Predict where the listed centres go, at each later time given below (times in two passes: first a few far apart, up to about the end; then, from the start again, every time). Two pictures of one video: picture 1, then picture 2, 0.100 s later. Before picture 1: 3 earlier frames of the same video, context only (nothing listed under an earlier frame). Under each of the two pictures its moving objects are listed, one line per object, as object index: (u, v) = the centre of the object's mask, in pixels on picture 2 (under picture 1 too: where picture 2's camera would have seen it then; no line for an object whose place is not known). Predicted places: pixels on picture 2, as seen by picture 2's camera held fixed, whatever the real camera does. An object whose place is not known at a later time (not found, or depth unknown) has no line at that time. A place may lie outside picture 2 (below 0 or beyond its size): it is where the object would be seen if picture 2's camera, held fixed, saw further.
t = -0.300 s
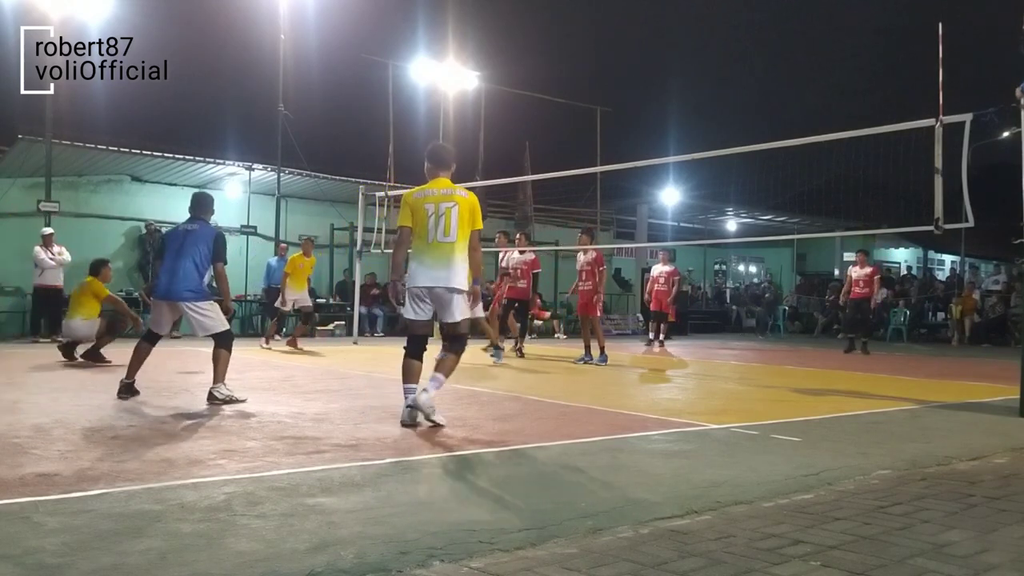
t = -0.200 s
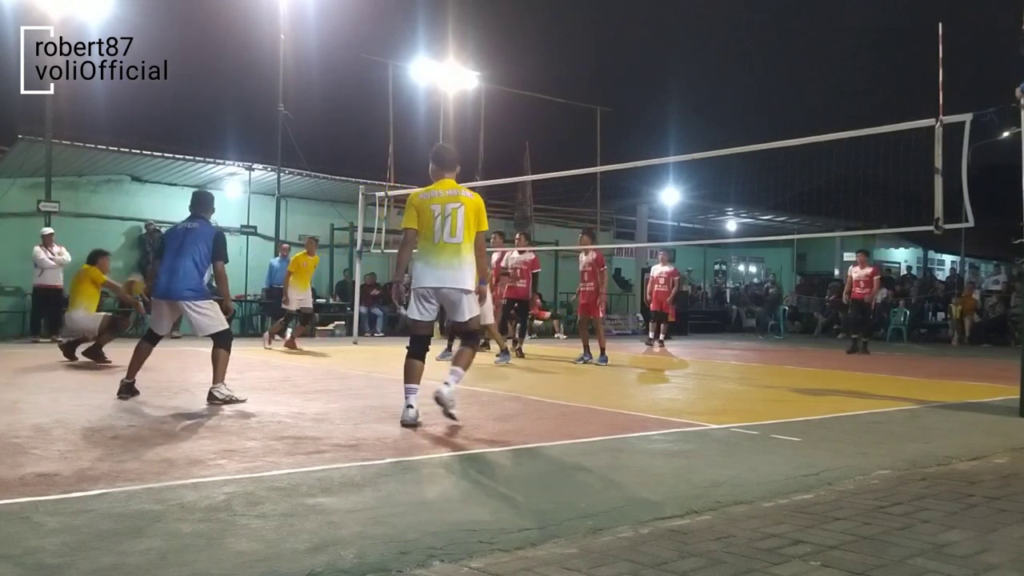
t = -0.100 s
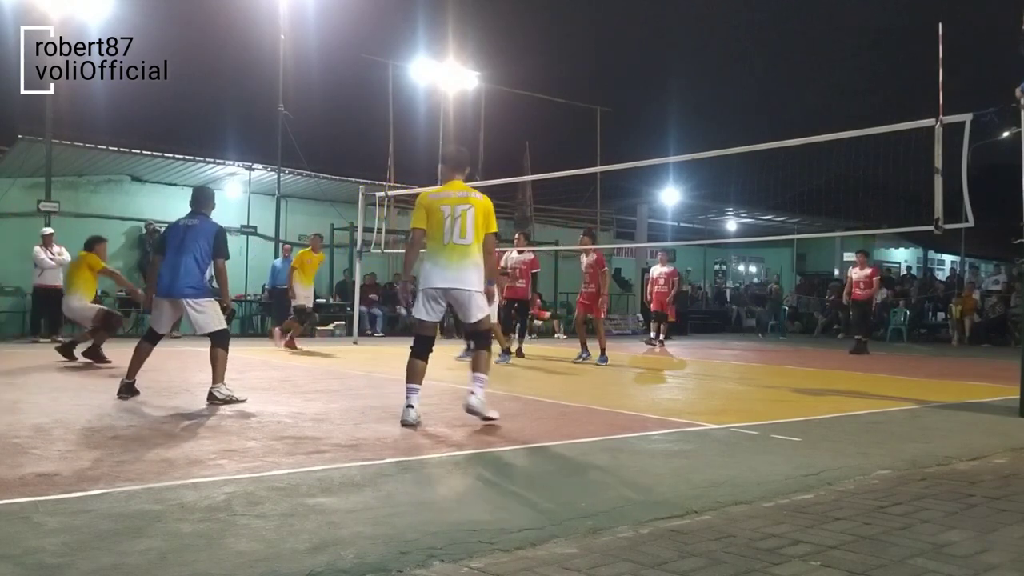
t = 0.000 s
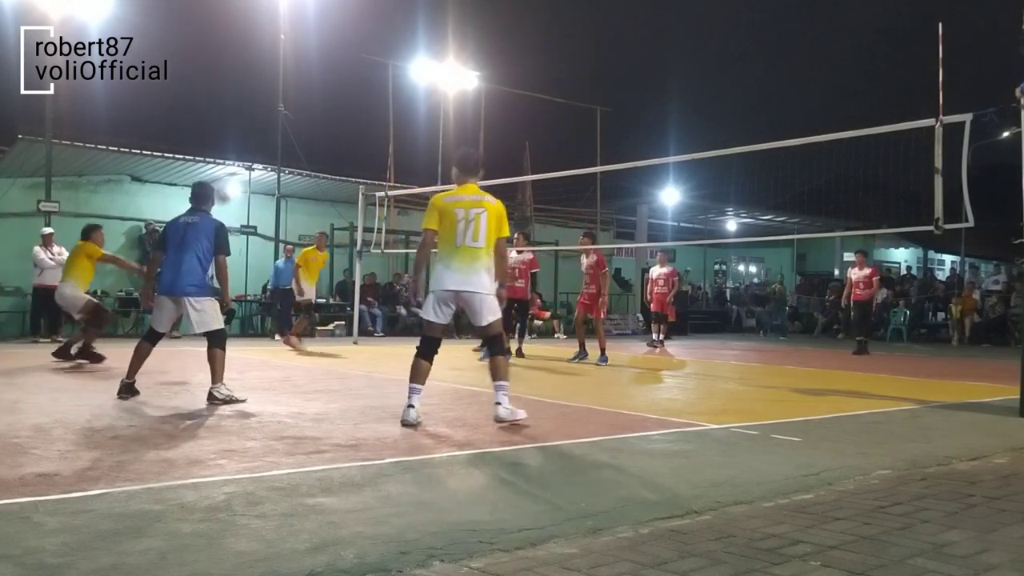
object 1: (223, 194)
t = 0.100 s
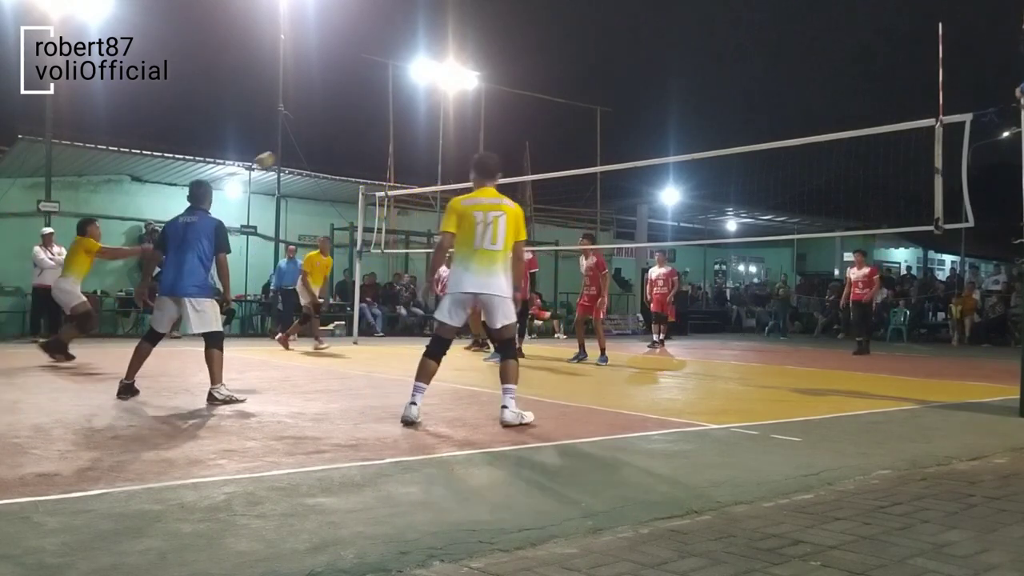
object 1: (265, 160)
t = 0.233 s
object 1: (316, 136)
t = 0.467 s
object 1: (400, 127)
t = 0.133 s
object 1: (279, 153)
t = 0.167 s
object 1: (291, 146)
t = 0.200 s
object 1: (304, 141)
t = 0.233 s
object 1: (316, 136)
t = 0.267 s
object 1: (328, 132)
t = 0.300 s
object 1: (341, 129)
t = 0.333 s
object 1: (353, 127)
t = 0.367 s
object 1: (364, 125)
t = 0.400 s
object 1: (377, 125)
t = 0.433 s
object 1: (387, 126)
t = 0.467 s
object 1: (400, 127)
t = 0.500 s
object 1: (410, 130)
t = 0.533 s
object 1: (421, 133)
